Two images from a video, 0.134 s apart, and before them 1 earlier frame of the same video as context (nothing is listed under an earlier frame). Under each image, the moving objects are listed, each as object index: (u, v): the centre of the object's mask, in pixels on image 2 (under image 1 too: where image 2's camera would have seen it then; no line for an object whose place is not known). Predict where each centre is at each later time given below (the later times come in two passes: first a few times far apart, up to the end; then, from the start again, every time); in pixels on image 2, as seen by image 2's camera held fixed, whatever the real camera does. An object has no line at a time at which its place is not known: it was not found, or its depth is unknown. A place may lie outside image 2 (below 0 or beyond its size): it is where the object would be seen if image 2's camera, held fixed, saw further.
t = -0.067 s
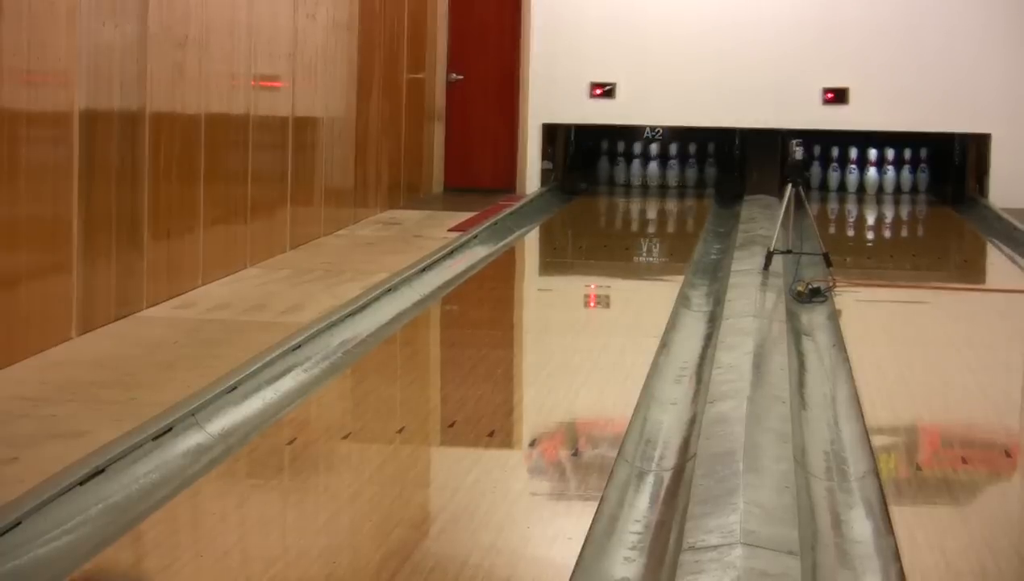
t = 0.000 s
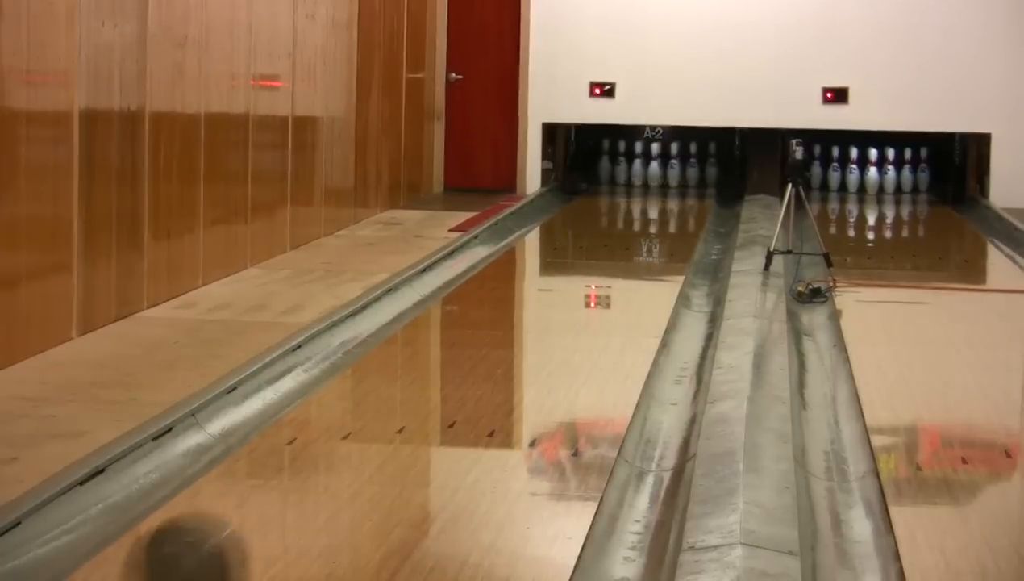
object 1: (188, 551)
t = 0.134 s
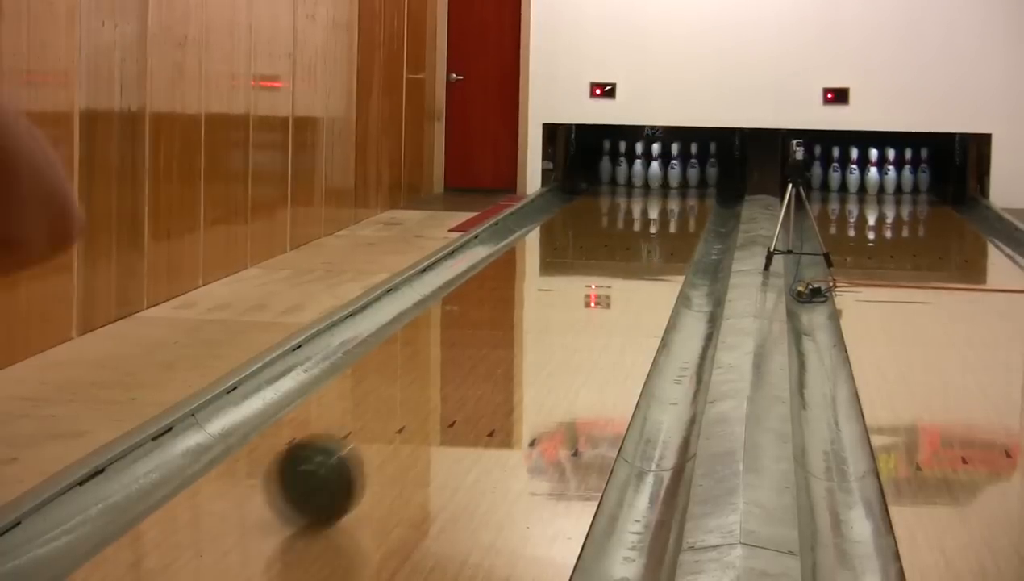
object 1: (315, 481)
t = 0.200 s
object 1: (364, 447)
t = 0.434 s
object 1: (486, 361)
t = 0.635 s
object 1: (552, 312)
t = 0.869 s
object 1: (605, 273)
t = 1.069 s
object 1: (636, 249)
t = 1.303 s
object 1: (665, 222)
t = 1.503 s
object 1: (675, 208)
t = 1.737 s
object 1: (677, 194)
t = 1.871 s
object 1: (674, 187)
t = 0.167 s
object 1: (341, 463)
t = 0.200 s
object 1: (364, 447)
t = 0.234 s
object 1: (386, 432)
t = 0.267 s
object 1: (405, 417)
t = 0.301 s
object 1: (424, 404)
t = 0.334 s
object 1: (441, 392)
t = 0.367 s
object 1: (457, 381)
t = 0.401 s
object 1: (471, 371)
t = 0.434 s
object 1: (486, 361)
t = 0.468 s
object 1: (499, 351)
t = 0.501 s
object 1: (511, 342)
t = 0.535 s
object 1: (522, 334)
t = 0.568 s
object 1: (533, 326)
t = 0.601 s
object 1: (543, 318)
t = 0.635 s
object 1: (552, 312)
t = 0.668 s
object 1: (561, 305)
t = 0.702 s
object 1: (570, 300)
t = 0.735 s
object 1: (578, 294)
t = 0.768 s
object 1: (585, 289)
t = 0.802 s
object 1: (592, 283)
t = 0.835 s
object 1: (599, 278)
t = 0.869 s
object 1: (605, 273)
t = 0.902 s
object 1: (611, 268)
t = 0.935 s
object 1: (617, 264)
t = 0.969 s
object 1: (622, 260)
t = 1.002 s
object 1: (627, 257)
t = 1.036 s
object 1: (632, 253)
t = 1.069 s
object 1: (636, 249)
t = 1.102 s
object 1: (645, 241)
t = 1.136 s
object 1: (649, 238)
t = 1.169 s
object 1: (653, 235)
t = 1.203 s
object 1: (656, 232)
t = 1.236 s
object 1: (659, 228)
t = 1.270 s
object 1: (662, 225)
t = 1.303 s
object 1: (665, 222)
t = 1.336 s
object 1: (667, 220)
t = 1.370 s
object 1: (669, 217)
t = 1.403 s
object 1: (671, 215)
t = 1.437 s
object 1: (672, 212)
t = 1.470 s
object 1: (674, 210)
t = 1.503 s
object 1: (675, 208)
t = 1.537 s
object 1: (676, 205)
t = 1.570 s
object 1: (677, 203)
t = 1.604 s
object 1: (677, 201)
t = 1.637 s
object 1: (678, 199)
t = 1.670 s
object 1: (678, 197)
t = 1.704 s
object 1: (678, 196)
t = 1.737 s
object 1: (677, 194)
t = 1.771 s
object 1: (676, 192)
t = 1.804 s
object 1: (675, 190)
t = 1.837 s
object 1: (675, 188)
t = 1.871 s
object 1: (674, 187)
